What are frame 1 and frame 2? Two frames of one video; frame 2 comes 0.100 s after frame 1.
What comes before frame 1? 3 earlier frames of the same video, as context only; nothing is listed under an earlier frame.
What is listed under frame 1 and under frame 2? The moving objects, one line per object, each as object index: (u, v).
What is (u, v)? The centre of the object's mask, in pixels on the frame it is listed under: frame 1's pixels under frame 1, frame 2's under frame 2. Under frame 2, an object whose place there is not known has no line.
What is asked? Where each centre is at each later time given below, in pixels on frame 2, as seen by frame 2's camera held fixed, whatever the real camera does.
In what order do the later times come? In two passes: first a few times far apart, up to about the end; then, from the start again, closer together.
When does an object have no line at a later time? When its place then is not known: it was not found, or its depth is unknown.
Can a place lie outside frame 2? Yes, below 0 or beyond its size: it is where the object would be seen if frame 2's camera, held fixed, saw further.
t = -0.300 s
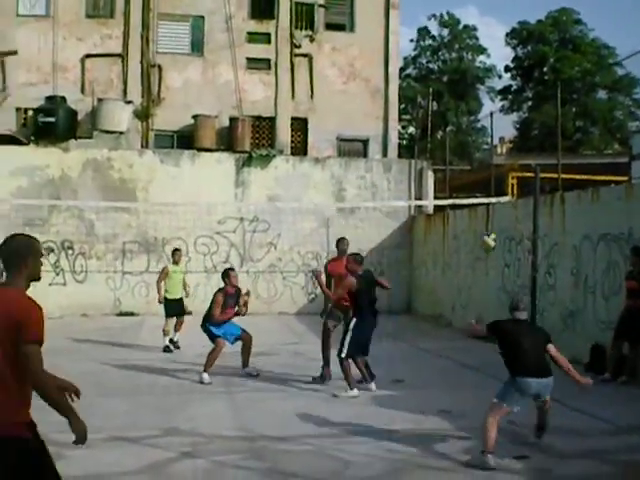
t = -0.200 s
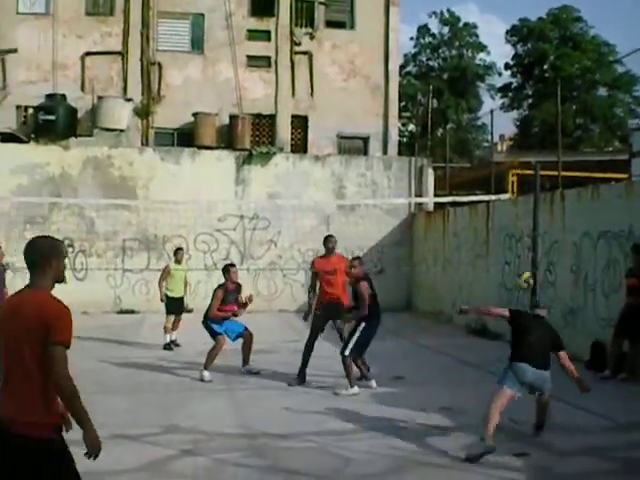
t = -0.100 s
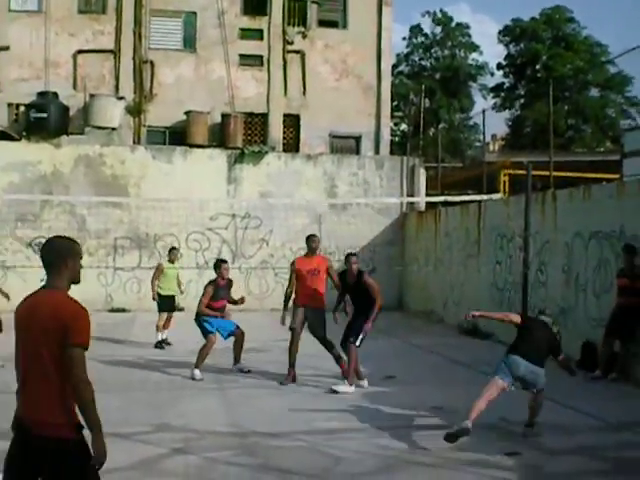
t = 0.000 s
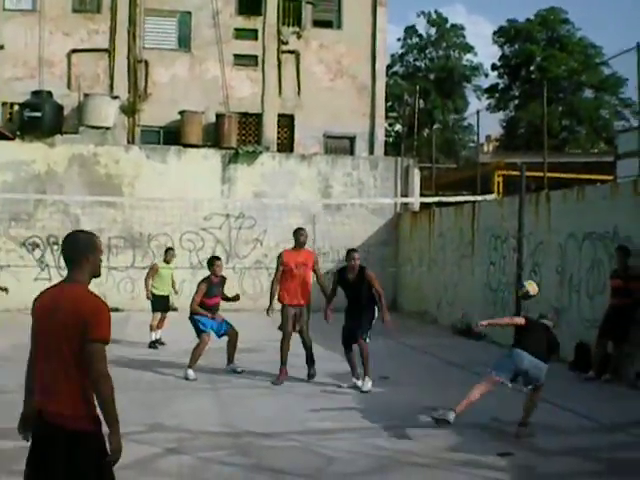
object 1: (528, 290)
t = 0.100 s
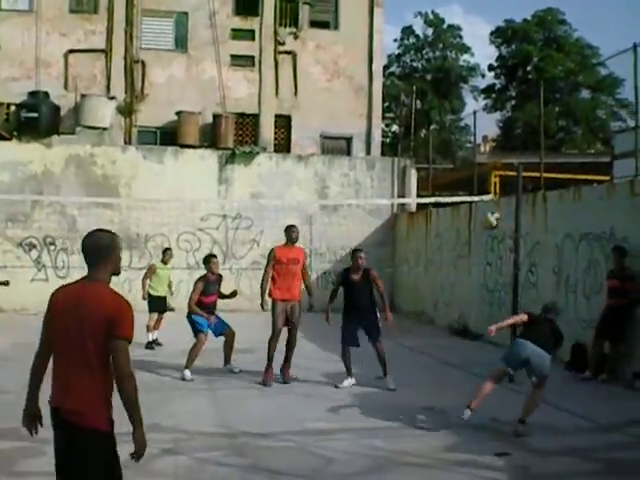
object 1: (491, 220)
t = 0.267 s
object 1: (441, 131)
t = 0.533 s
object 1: (376, 61)
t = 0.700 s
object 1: (343, 50)
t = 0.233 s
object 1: (452, 147)
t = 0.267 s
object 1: (441, 131)
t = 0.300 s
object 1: (432, 120)
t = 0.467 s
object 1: (390, 72)
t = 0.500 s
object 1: (384, 68)
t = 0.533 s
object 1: (376, 61)
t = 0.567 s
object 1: (368, 58)
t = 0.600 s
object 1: (362, 55)
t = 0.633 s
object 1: (355, 52)
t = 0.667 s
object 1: (349, 51)
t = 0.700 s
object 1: (343, 50)
